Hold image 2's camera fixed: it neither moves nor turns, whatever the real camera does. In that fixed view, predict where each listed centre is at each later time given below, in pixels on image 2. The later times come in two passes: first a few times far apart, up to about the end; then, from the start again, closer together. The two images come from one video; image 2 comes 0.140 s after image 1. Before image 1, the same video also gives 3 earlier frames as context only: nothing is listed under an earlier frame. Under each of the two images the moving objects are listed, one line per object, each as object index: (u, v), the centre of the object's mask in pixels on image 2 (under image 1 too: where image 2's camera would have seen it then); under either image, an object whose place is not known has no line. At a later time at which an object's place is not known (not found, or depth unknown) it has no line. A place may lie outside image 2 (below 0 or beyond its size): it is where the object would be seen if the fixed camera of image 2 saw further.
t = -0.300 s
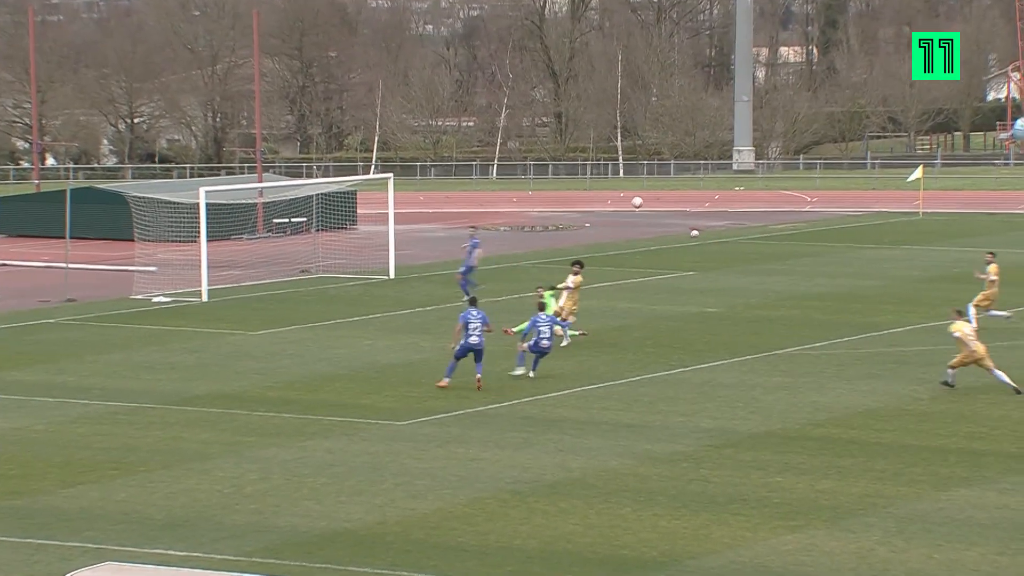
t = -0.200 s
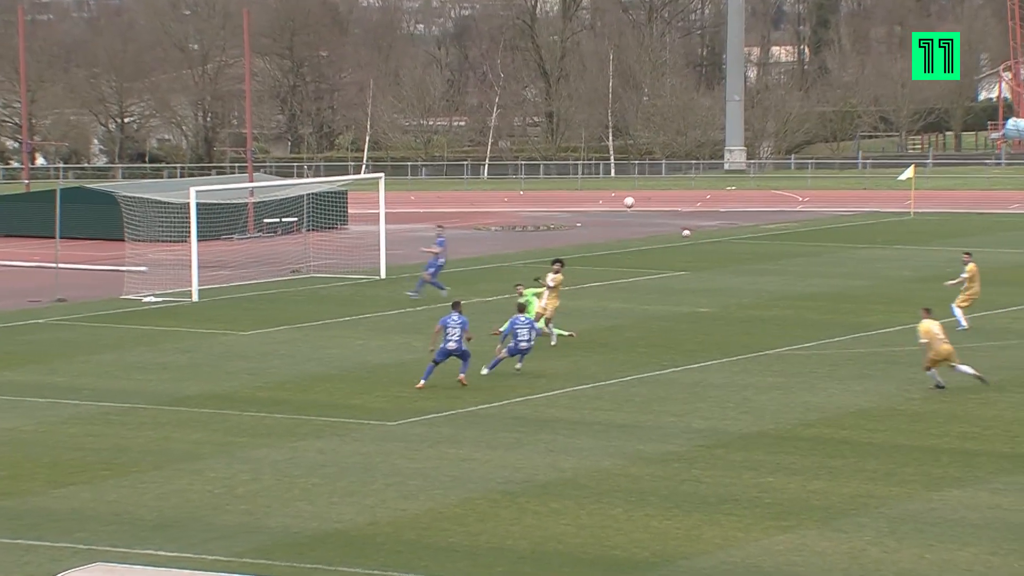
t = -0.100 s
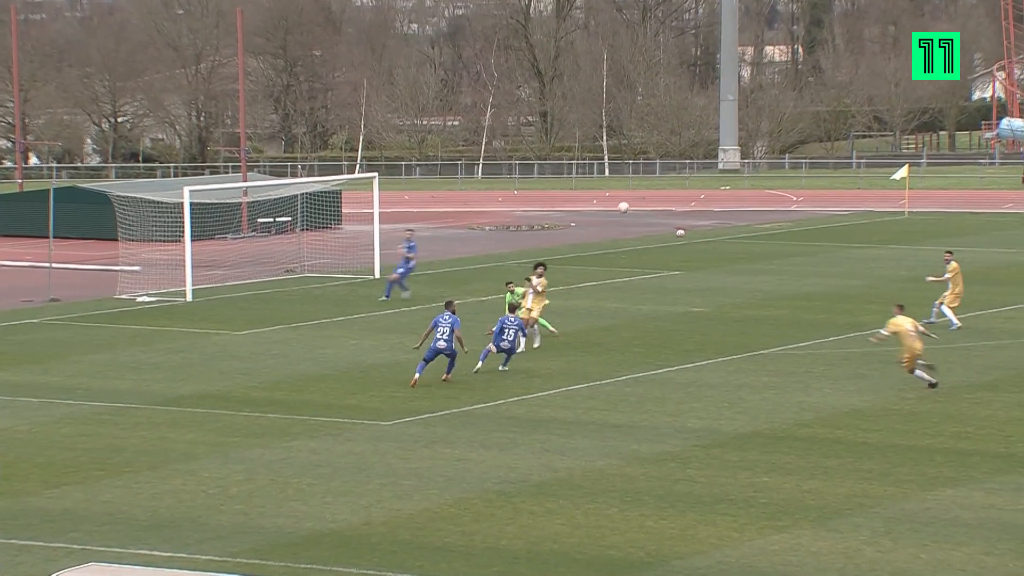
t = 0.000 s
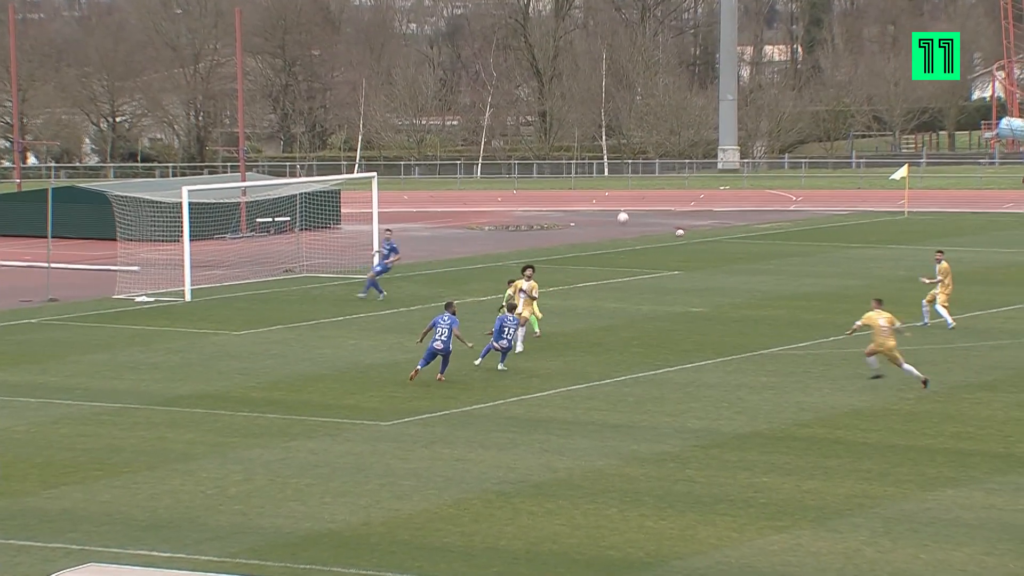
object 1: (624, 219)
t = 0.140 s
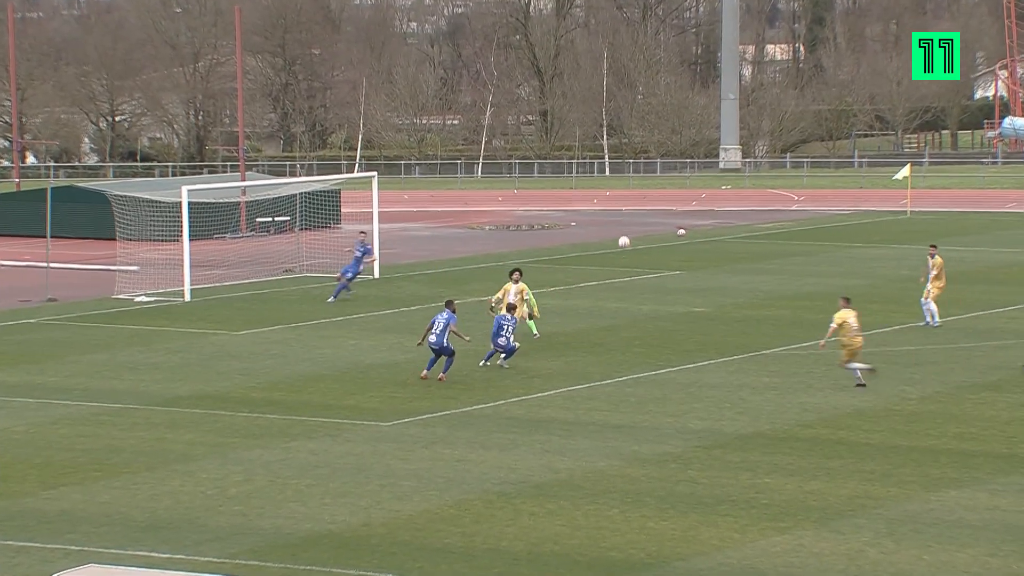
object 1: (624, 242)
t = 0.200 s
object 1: (624, 256)
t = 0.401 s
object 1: (624, 316)
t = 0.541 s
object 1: (623, 362)
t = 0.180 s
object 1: (624, 251)
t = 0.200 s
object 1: (624, 256)
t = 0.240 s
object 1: (624, 266)
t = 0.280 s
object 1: (623, 276)
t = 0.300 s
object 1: (623, 283)
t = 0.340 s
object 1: (623, 296)
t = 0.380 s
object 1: (623, 309)
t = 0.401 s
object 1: (624, 316)
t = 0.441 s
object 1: (624, 330)
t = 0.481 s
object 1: (624, 346)
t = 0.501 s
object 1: (623, 354)
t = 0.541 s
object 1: (623, 362)
